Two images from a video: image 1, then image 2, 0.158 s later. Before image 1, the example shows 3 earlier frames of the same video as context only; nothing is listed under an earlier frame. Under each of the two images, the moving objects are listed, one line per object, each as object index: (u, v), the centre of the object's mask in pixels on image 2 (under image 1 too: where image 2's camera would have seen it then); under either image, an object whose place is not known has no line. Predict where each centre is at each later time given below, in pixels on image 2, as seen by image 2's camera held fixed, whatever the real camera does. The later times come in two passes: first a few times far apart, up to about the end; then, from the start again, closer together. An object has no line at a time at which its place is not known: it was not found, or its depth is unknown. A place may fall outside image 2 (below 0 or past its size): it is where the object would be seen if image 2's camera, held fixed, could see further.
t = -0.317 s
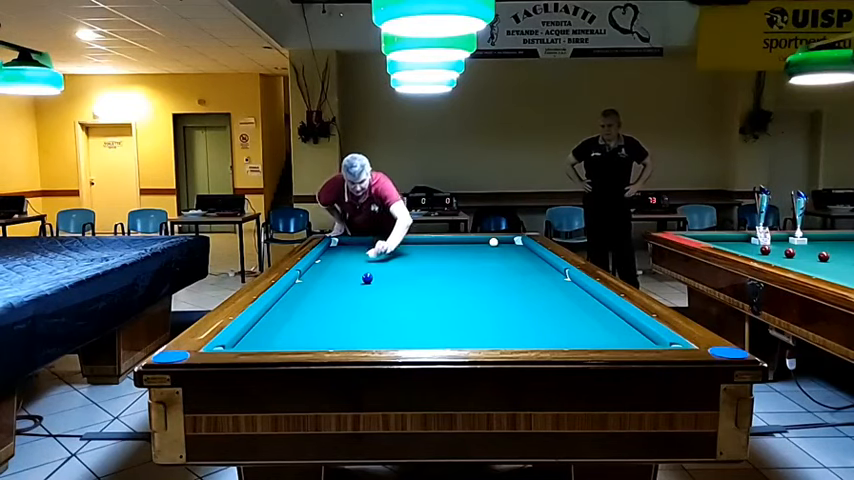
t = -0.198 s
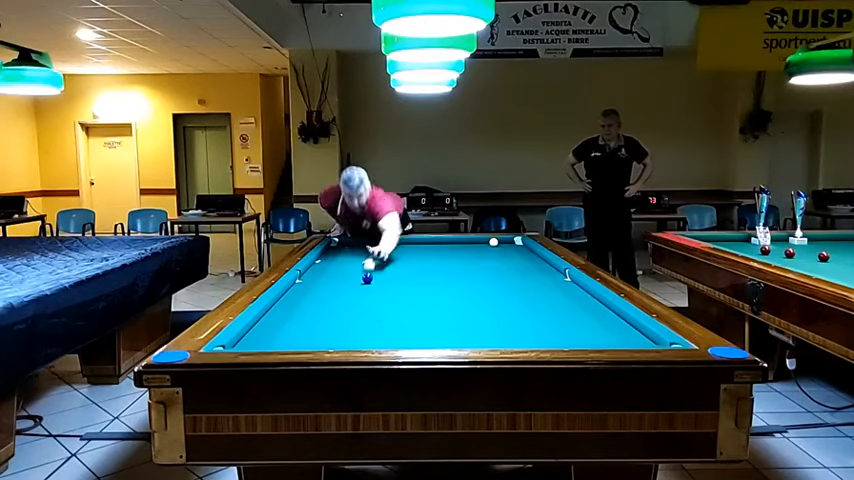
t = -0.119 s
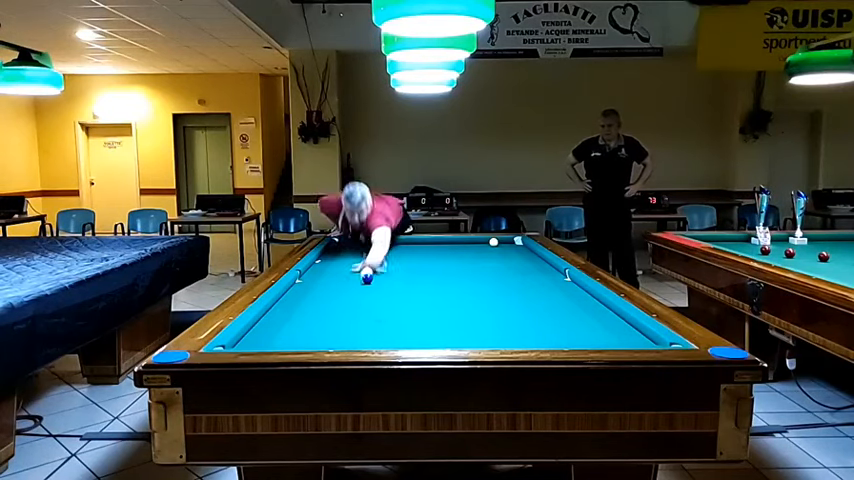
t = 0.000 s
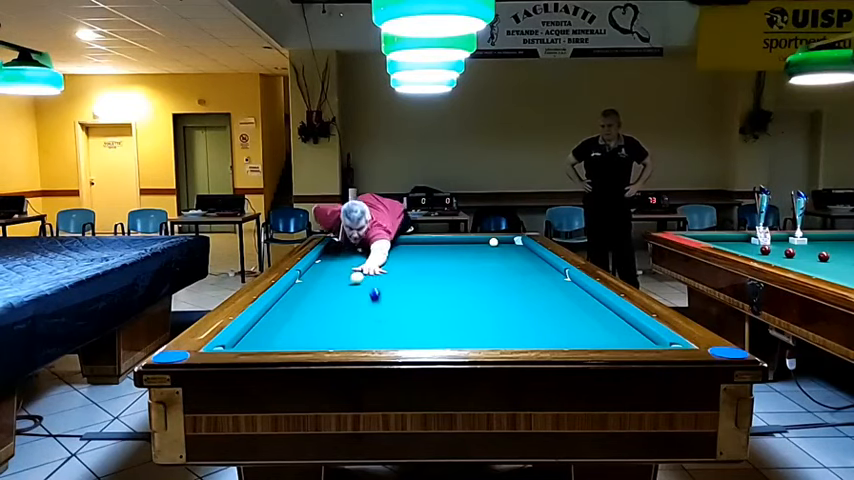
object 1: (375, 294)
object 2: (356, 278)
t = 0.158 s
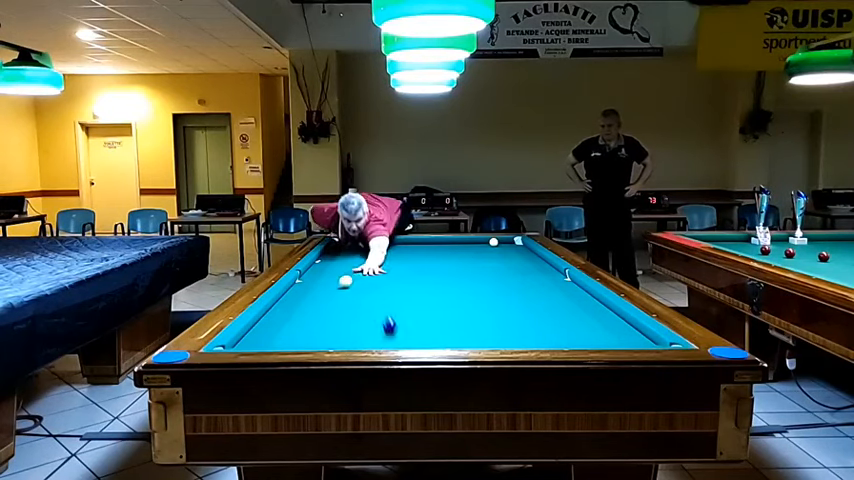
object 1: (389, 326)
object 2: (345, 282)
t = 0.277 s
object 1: (404, 341)
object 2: (336, 284)
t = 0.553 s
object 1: (417, 302)
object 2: (315, 291)
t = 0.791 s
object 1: (424, 280)
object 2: (295, 297)
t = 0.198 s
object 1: (393, 335)
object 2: (342, 283)
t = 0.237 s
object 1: (398, 341)
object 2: (339, 283)
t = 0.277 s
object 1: (404, 341)
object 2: (336, 284)
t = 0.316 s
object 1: (406, 337)
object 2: (333, 285)
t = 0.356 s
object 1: (409, 331)
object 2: (330, 286)
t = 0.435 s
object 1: (413, 317)
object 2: (324, 288)
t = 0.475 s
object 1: (414, 312)
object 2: (321, 289)
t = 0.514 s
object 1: (416, 306)
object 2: (318, 290)
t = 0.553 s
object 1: (417, 302)
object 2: (315, 291)
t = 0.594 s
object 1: (419, 297)
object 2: (312, 292)
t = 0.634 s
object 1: (420, 294)
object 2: (308, 293)
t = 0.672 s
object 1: (421, 290)
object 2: (305, 294)
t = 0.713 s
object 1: (422, 287)
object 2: (302, 295)
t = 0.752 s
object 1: (423, 283)
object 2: (298, 297)
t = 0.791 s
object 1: (424, 280)
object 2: (295, 297)
